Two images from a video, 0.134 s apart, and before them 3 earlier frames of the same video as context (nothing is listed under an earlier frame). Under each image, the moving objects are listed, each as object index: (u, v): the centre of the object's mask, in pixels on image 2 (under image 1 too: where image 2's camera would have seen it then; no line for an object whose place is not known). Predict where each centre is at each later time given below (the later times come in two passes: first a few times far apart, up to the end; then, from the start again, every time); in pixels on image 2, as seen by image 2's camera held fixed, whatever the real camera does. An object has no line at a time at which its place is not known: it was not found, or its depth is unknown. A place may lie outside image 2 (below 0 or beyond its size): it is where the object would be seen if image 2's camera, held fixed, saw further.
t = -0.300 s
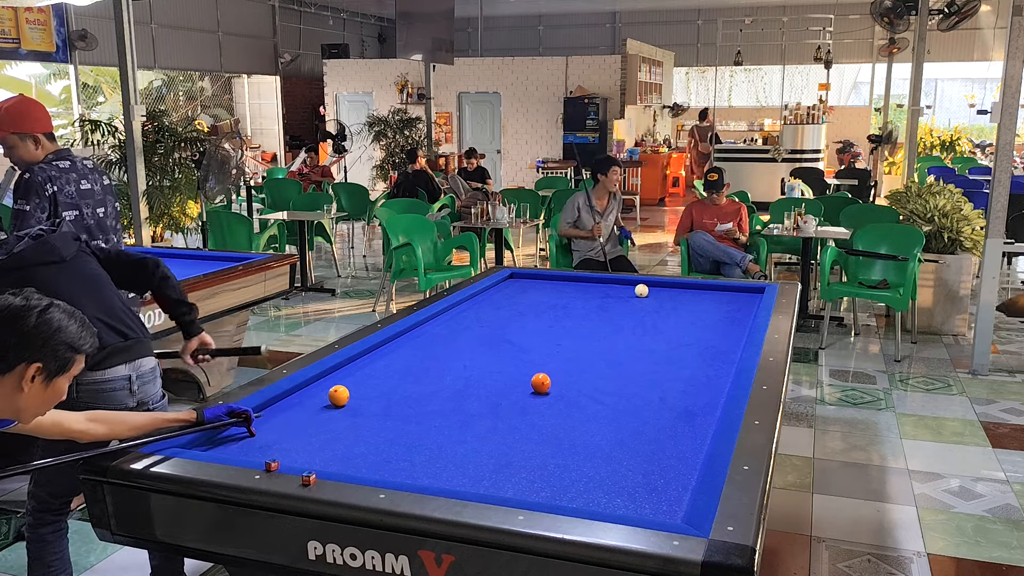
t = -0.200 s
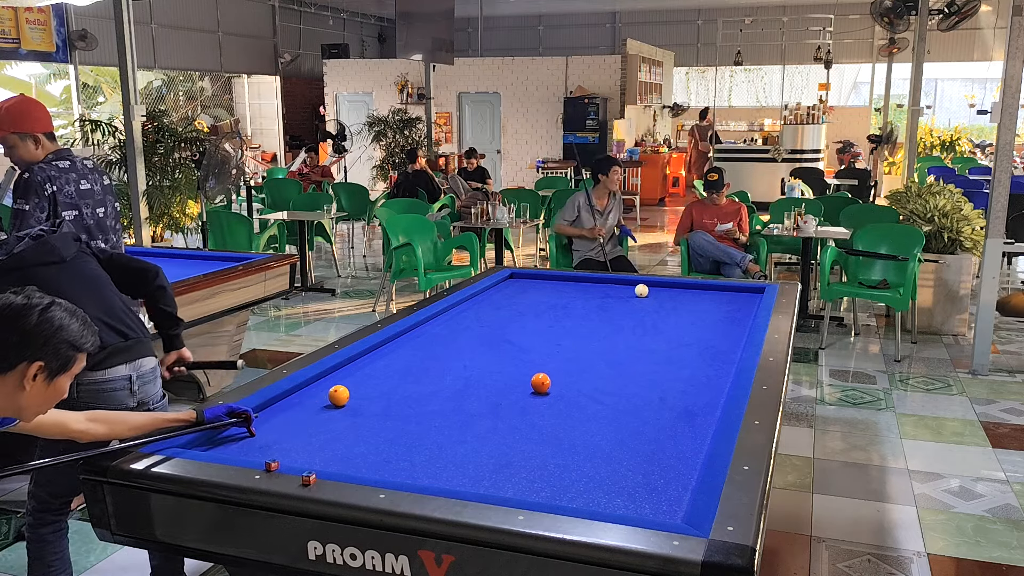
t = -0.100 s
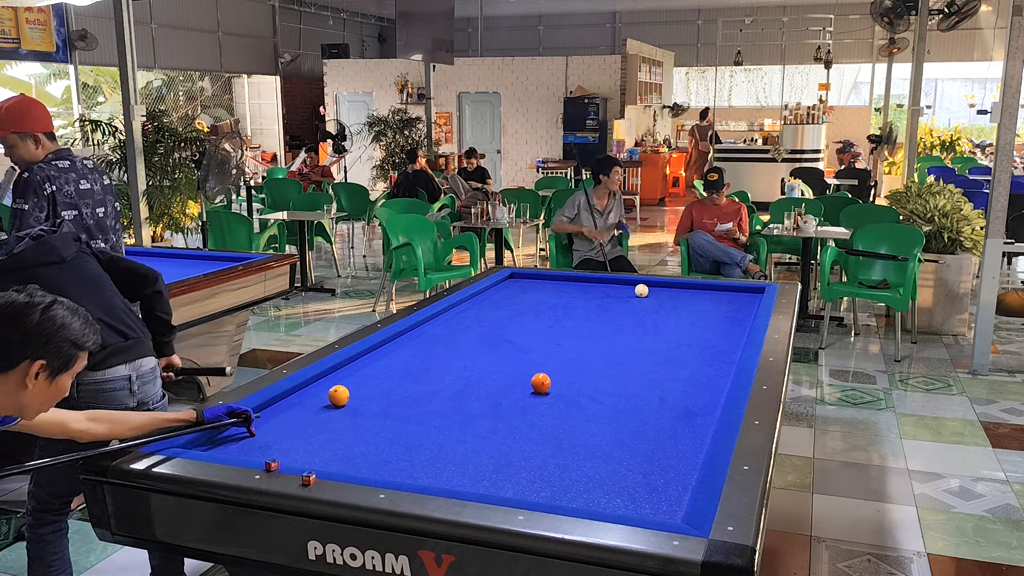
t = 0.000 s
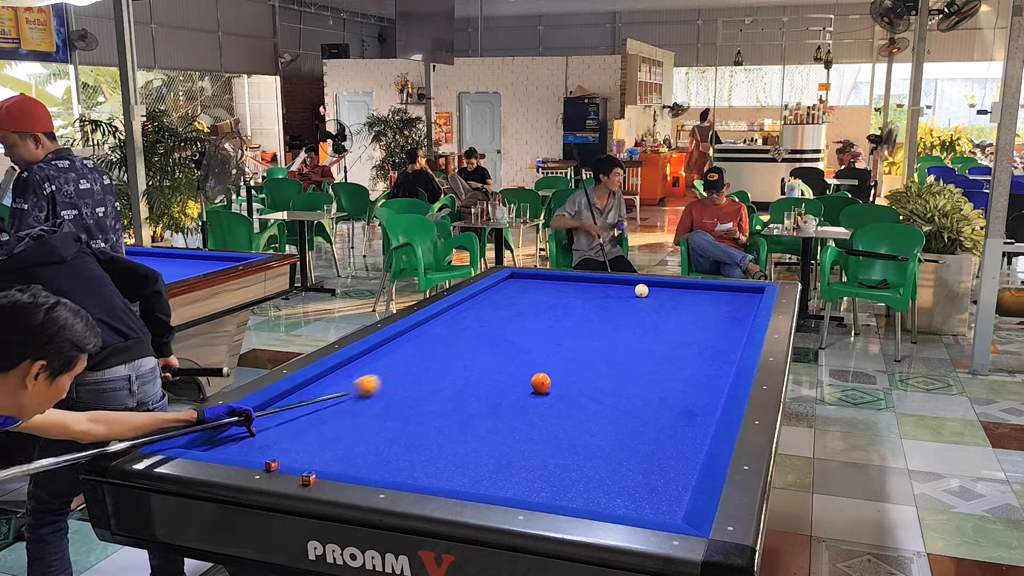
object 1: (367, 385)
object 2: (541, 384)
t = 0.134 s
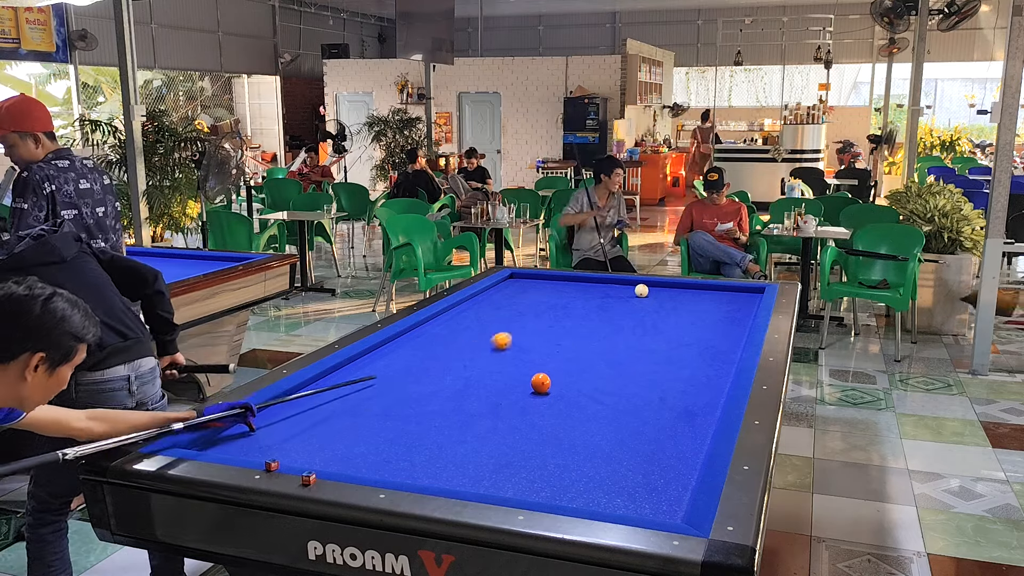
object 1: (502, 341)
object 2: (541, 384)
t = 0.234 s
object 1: (574, 317)
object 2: (541, 384)
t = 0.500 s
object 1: (729, 290)
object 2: (541, 384)
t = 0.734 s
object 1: (712, 291)
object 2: (541, 384)
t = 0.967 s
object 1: (661, 291)
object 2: (541, 384)
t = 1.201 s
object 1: (617, 291)
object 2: (541, 384)
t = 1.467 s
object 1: (568, 290)
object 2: (541, 384)
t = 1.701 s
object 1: (526, 290)
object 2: (541, 384)
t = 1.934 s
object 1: (486, 289)
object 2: (541, 384)
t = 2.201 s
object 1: (504, 295)
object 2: (541, 384)
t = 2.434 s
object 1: (518, 300)
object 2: (541, 384)
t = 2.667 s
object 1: (531, 305)
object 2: (541, 384)
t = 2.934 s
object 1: (547, 311)
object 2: (541, 384)
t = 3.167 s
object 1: (562, 316)
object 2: (541, 384)
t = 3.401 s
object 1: (577, 321)
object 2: (541, 384)
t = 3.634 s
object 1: (593, 327)
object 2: (541, 384)
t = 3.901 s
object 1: (611, 334)
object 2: (562, 379)
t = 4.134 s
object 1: (628, 340)
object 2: (584, 374)
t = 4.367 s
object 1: (645, 346)
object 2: (604, 369)
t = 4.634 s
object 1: (666, 354)
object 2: (626, 364)
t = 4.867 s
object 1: (684, 360)
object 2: (644, 360)
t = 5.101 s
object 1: (703, 367)
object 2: (660, 356)
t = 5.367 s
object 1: (725, 375)
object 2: (679, 352)
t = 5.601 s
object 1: (716, 377)
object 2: (693, 349)
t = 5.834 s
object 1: (704, 379)
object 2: (708, 345)
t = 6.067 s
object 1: (693, 382)
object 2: (721, 342)
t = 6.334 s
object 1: (680, 385)
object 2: (736, 339)
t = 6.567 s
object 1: (670, 386)
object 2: (739, 337)
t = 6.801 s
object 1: (659, 388)
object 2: (734, 334)
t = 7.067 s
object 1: (649, 390)
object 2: (729, 331)
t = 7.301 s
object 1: (640, 391)
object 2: (726, 329)
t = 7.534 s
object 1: (631, 393)
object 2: (723, 327)
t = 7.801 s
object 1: (622, 394)
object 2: (719, 325)
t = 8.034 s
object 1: (615, 395)
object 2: (716, 323)
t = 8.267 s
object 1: (608, 396)
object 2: (713, 322)
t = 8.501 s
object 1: (603, 397)
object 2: (710, 321)
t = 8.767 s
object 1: (597, 398)
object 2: (708, 319)
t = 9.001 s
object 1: (592, 399)
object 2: (705, 318)
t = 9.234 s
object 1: (588, 399)
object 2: (703, 317)
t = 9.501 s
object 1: (585, 399)
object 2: (702, 317)
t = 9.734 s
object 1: (583, 400)
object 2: (701, 316)
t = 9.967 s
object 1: (581, 400)
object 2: (700, 316)
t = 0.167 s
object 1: (528, 332)
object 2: (541, 384)
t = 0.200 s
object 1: (552, 324)
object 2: (541, 384)
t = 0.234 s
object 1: (574, 317)
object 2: (541, 384)
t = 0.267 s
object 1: (594, 310)
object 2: (541, 384)
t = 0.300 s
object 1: (613, 304)
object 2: (541, 384)
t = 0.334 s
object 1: (630, 298)
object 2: (541, 384)
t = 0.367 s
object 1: (648, 293)
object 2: (541, 384)
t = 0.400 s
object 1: (669, 292)
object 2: (541, 384)
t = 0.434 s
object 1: (690, 291)
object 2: (541, 384)
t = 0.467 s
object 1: (709, 291)
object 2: (541, 384)
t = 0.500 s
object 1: (729, 290)
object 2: (541, 384)
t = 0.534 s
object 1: (747, 288)
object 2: (541, 384)
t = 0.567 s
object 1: (759, 290)
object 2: (541, 384)
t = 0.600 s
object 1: (750, 290)
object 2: (541, 384)
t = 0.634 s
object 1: (740, 291)
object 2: (541, 384)
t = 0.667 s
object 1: (730, 291)
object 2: (541, 384)
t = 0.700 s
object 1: (721, 291)
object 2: (541, 384)
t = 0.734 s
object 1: (712, 291)
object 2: (541, 384)
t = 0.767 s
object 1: (704, 291)
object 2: (541, 384)
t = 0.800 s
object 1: (696, 291)
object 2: (541, 384)
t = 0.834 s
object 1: (688, 291)
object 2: (541, 384)
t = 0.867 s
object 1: (681, 291)
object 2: (541, 384)
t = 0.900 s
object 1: (674, 291)
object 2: (541, 384)
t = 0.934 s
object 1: (667, 291)
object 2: (541, 384)
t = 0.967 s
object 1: (661, 291)
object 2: (541, 384)
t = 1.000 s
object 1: (655, 291)
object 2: (541, 384)
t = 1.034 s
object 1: (648, 291)
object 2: (541, 384)
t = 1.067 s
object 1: (642, 291)
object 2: (541, 384)
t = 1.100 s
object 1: (636, 291)
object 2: (541, 384)
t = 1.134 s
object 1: (629, 291)
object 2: (541, 384)
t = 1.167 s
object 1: (623, 290)
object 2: (541, 384)
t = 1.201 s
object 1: (617, 291)
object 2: (541, 384)
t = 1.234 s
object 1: (611, 290)
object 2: (541, 384)
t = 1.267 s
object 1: (605, 290)
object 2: (541, 384)
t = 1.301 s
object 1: (599, 290)
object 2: (541, 384)
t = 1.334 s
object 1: (592, 290)
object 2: (541, 384)
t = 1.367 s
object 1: (586, 290)
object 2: (541, 384)
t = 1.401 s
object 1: (580, 290)
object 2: (541, 384)
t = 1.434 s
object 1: (574, 290)
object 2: (541, 384)
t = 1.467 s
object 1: (568, 290)
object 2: (541, 384)
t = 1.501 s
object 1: (562, 290)
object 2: (541, 384)
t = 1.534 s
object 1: (556, 290)
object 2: (541, 384)
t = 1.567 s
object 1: (550, 290)
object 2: (541, 384)
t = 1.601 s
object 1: (544, 290)
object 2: (541, 384)
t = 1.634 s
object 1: (538, 290)
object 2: (541, 384)
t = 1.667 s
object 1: (532, 290)
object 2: (541, 384)
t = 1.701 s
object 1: (526, 290)
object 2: (541, 384)
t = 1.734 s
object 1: (520, 289)
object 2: (541, 384)
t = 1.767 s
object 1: (514, 289)
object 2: (541, 384)
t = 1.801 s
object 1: (509, 289)
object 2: (541, 384)
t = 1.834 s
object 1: (503, 289)
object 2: (541, 384)
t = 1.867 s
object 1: (497, 289)
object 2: (541, 384)
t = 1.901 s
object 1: (491, 289)
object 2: (541, 384)
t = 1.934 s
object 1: (486, 289)
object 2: (541, 384)
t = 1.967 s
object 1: (490, 290)
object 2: (541, 384)
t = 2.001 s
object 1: (492, 291)
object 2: (541, 384)
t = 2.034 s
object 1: (495, 292)
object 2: (541, 384)
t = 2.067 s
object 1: (497, 292)
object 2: (541, 384)
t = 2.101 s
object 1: (499, 293)
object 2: (541, 384)
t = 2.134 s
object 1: (501, 294)
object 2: (541, 384)
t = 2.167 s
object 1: (502, 294)
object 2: (541, 384)
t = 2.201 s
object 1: (504, 295)
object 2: (541, 384)
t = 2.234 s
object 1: (506, 296)
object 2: (541, 384)
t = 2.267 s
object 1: (508, 296)
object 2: (541, 384)
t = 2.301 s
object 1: (510, 297)
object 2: (541, 384)
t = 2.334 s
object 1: (512, 298)
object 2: (541, 384)
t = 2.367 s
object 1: (514, 298)
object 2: (541, 384)
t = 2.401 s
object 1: (516, 299)
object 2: (541, 384)
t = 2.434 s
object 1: (518, 300)
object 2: (541, 384)
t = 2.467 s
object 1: (520, 301)
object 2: (541, 384)
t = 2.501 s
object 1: (521, 301)
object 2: (541, 384)
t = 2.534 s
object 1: (523, 302)
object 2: (541, 384)
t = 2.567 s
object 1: (525, 303)
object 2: (541, 384)
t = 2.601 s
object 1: (528, 303)
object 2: (541, 384)
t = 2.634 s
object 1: (529, 304)
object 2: (541, 384)
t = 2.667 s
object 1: (531, 305)
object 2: (541, 384)
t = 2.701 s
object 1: (533, 305)
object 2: (541, 384)
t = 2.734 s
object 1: (535, 306)
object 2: (541, 384)
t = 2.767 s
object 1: (537, 307)
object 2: (541, 384)
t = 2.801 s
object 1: (539, 308)
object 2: (541, 384)
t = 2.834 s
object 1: (541, 308)
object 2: (541, 384)
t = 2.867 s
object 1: (543, 309)
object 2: (541, 384)
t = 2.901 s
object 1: (546, 310)
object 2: (541, 384)
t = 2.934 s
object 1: (547, 311)
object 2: (541, 384)
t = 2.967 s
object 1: (550, 311)
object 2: (541, 384)
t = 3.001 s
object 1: (552, 312)
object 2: (541, 384)
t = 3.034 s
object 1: (554, 313)
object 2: (541, 384)
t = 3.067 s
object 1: (556, 314)
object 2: (541, 384)
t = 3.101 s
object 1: (558, 314)
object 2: (541, 384)
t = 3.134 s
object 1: (560, 315)
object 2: (541, 384)
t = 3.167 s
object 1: (562, 316)
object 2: (541, 384)
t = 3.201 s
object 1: (564, 317)
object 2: (541, 384)
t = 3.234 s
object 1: (566, 318)
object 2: (541, 384)
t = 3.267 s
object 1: (568, 318)
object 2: (541, 384)
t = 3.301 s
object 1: (571, 319)
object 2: (541, 384)
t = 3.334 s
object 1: (573, 320)
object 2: (541, 384)
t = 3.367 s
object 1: (575, 321)
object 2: (541, 384)
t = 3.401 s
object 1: (577, 321)
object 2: (541, 384)
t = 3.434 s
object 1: (579, 322)
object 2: (541, 384)
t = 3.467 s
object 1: (581, 323)
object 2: (541, 384)
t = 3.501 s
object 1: (584, 324)
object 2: (541, 384)
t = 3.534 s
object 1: (586, 325)
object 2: (541, 384)
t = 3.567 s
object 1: (588, 326)
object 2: (541, 384)
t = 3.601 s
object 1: (590, 326)
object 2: (541, 384)
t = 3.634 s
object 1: (593, 327)
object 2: (541, 384)
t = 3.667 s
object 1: (595, 328)
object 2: (541, 384)
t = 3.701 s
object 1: (597, 329)
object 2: (542, 384)
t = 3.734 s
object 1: (599, 330)
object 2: (545, 383)
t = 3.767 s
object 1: (602, 331)
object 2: (549, 382)
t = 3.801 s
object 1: (604, 331)
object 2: (552, 381)
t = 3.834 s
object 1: (606, 332)
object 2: (556, 380)
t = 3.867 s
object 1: (609, 333)
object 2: (559, 379)
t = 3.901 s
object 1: (611, 334)
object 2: (562, 379)
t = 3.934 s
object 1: (614, 335)
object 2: (565, 378)
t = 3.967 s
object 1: (616, 336)
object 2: (569, 377)
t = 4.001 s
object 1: (618, 337)
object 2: (572, 377)
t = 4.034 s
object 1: (621, 337)
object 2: (575, 376)
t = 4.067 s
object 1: (623, 338)
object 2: (578, 375)
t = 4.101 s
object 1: (625, 339)
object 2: (581, 375)
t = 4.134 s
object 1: (628, 340)
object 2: (584, 374)
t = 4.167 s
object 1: (630, 341)
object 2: (587, 373)
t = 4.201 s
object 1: (633, 342)
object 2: (590, 372)
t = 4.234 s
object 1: (635, 343)
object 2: (592, 372)
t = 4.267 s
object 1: (638, 344)
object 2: (595, 371)
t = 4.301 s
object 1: (640, 345)
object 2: (598, 370)
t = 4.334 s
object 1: (643, 345)
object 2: (601, 370)
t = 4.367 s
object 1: (645, 346)
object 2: (604, 369)
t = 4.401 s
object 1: (648, 347)
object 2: (607, 368)
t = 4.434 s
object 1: (650, 348)
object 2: (610, 368)
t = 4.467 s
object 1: (653, 349)
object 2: (612, 367)
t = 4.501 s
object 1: (655, 350)
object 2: (615, 367)
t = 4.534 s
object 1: (658, 351)
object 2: (618, 366)
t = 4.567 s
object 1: (661, 352)
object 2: (620, 365)
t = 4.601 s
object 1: (663, 353)
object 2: (623, 365)
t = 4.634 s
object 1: (666, 354)
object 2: (626, 364)
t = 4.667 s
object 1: (668, 355)
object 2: (628, 363)
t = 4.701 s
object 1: (671, 355)
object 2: (631, 363)
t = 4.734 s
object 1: (674, 356)
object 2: (634, 362)
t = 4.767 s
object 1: (676, 357)
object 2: (636, 362)
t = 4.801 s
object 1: (679, 358)
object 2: (639, 361)
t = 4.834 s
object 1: (682, 359)
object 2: (641, 360)
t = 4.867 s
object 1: (684, 360)
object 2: (644, 360)
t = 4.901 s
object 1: (687, 361)
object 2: (646, 359)
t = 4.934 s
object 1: (690, 362)
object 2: (648, 359)
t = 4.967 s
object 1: (693, 363)
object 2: (651, 358)
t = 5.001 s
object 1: (695, 364)
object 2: (653, 358)
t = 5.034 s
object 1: (698, 365)
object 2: (656, 357)
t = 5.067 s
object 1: (701, 366)
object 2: (658, 357)
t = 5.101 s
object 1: (703, 367)
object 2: (660, 356)
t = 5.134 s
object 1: (706, 368)
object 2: (663, 356)
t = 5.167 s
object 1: (709, 369)
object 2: (665, 355)
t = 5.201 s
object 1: (712, 370)
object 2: (667, 355)
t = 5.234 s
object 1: (714, 371)
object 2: (670, 354)
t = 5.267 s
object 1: (717, 372)
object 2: (672, 354)
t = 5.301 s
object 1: (720, 373)
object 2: (674, 353)
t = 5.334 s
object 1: (723, 373)
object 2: (676, 352)
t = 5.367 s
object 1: (725, 375)
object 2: (679, 352)
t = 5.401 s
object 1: (726, 375)
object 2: (681, 352)
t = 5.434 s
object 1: (724, 376)
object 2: (683, 351)
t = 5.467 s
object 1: (722, 376)
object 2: (685, 351)
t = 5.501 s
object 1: (721, 376)
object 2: (687, 350)
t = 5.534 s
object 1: (719, 376)
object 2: (689, 350)
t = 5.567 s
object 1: (717, 377)
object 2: (691, 349)
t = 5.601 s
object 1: (716, 377)
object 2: (693, 349)
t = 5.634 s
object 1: (714, 378)
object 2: (695, 348)
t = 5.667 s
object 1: (712, 378)
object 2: (697, 348)
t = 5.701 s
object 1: (710, 378)
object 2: (700, 347)
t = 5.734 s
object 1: (709, 379)
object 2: (702, 347)
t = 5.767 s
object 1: (707, 379)
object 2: (704, 346)
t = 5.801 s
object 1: (706, 379)
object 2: (706, 346)
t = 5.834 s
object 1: (704, 379)
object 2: (708, 345)
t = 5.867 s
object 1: (702, 380)
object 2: (710, 345)
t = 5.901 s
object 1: (701, 380)
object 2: (712, 345)
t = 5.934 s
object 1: (699, 381)
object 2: (713, 344)
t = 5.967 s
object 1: (697, 381)
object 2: (715, 344)
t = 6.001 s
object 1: (696, 381)
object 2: (717, 343)
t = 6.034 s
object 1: (694, 382)
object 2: (719, 343)
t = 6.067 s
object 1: (693, 382)
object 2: (721, 342)
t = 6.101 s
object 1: (691, 382)
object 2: (723, 342)
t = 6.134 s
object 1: (689, 383)
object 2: (725, 342)
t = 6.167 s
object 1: (688, 383)
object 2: (727, 341)
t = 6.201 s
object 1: (686, 383)
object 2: (728, 341)
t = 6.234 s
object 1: (685, 384)
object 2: (730, 340)
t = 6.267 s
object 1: (683, 384)
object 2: (732, 340)
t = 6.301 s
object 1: (682, 384)
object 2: (734, 340)
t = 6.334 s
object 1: (680, 385)
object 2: (736, 339)
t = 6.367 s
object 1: (679, 384)
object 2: (737, 339)
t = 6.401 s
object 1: (677, 385)
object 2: (739, 339)
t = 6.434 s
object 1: (676, 385)
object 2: (740, 338)
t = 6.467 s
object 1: (674, 386)
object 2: (740, 338)
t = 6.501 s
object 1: (673, 386)
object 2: (740, 337)
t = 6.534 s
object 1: (671, 386)
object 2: (739, 337)
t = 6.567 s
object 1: (670, 386)
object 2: (739, 337)
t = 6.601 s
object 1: (668, 386)
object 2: (738, 336)
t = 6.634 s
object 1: (667, 387)
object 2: (737, 336)
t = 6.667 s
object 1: (665, 387)
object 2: (737, 336)
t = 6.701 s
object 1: (664, 387)
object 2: (736, 335)
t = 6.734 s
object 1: (662, 387)
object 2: (735, 335)
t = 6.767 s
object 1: (661, 388)
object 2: (735, 334)
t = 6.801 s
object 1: (659, 388)
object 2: (734, 334)
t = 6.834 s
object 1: (658, 388)
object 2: (733, 334)
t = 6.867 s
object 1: (657, 388)
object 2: (733, 333)
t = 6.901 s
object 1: (655, 388)
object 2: (732, 333)
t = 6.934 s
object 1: (654, 389)
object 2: (732, 332)
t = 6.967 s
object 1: (653, 389)
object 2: (731, 332)
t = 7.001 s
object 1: (651, 390)
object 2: (730, 332)
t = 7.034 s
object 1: (650, 390)
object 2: (730, 331)
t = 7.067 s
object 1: (649, 390)
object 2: (729, 331)
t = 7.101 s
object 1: (647, 390)
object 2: (729, 331)
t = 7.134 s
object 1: (646, 390)
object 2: (728, 330)
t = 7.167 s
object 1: (645, 391)
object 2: (728, 330)
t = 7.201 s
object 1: (643, 391)
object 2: (727, 330)
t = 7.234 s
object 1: (642, 391)
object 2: (727, 329)
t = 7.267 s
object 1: (641, 391)
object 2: (726, 329)
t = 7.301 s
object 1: (640, 391)
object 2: (726, 329)
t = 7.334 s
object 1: (639, 391)
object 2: (725, 329)
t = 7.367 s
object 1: (637, 392)
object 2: (725, 328)
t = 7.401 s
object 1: (636, 392)
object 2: (725, 328)
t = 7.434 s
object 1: (635, 392)
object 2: (724, 328)
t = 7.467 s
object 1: (634, 392)
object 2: (723, 328)
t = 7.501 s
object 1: (633, 392)
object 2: (723, 327)
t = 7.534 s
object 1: (631, 393)
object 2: (723, 327)
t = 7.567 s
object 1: (630, 393)
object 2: (722, 327)
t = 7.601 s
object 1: (629, 393)
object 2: (722, 327)
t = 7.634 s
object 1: (628, 393)
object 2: (721, 326)
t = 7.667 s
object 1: (627, 394)
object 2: (721, 326)
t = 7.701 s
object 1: (626, 394)
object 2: (720, 326)
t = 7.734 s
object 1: (625, 394)
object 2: (720, 326)
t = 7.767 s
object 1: (624, 394)
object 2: (720, 325)
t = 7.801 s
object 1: (622, 394)
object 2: (719, 325)
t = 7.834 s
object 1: (621, 395)
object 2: (719, 325)
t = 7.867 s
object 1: (620, 394)
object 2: (718, 325)
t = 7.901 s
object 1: (619, 395)
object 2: (718, 324)
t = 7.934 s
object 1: (618, 395)
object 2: (717, 324)
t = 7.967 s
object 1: (617, 395)
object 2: (717, 324)
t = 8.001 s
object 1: (616, 395)
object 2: (717, 324)
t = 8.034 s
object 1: (615, 395)
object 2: (716, 323)
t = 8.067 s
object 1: (614, 395)
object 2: (716, 323)
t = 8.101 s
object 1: (613, 395)
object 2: (715, 323)
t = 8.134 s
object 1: (612, 396)
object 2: (715, 323)
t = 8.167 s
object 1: (611, 396)
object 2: (714, 322)
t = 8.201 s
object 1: (610, 396)
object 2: (714, 322)
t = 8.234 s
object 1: (609, 396)
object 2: (713, 322)
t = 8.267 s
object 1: (608, 396)
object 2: (713, 322)
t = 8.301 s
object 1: (608, 396)
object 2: (713, 322)
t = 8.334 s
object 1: (607, 396)
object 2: (712, 322)
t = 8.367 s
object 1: (606, 397)
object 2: (712, 321)
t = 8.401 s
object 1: (605, 397)
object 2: (711, 321)
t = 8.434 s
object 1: (604, 397)
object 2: (711, 321)
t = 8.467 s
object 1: (603, 397)
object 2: (711, 321)
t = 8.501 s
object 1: (603, 397)
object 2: (710, 321)
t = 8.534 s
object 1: (602, 397)
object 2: (710, 321)
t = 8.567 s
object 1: (601, 397)
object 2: (710, 320)
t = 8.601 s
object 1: (600, 398)
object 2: (709, 320)
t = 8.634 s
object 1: (600, 397)
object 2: (709, 320)
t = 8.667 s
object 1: (599, 398)
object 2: (708, 320)
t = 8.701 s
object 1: (598, 398)
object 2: (708, 320)
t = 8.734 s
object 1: (598, 398)
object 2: (708, 319)
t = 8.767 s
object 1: (597, 398)
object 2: (708, 319)
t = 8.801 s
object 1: (596, 398)
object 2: (707, 319)
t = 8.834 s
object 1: (595, 398)
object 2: (707, 319)
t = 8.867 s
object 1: (595, 399)
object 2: (707, 319)
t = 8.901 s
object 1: (594, 398)
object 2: (706, 319)
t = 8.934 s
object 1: (593, 398)
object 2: (706, 319)
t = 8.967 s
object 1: (593, 398)
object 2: (706, 318)
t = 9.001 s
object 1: (592, 399)
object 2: (705, 318)
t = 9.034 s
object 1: (592, 398)
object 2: (705, 318)
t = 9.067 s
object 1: (591, 399)
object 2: (705, 318)
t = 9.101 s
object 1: (591, 399)
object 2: (704, 318)
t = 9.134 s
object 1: (590, 399)
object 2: (704, 318)
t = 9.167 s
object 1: (589, 399)
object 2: (704, 318)
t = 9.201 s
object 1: (589, 399)
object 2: (704, 318)
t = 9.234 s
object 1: (588, 399)
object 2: (703, 317)
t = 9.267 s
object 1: (588, 399)
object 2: (703, 317)
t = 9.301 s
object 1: (587, 399)
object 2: (703, 317)
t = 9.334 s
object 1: (587, 399)
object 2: (703, 317)
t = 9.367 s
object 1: (586, 399)
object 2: (703, 317)
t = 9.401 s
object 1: (586, 400)
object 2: (702, 317)
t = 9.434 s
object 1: (586, 400)
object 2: (702, 317)
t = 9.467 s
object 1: (585, 399)
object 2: (702, 317)
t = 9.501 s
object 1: (585, 399)
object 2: (702, 317)
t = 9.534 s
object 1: (584, 399)
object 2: (702, 317)
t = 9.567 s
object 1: (584, 399)
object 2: (702, 317)
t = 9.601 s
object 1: (584, 400)
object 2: (701, 316)
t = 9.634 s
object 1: (584, 400)
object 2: (701, 316)
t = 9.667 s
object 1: (583, 400)
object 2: (701, 316)
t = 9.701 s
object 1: (583, 400)
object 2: (701, 316)
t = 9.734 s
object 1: (583, 400)
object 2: (701, 316)
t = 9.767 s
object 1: (582, 400)
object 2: (701, 316)
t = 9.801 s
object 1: (582, 400)
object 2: (700, 316)
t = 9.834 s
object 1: (582, 400)
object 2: (700, 316)
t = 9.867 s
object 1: (582, 399)
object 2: (700, 316)
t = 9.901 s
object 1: (582, 400)
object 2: (700, 316)
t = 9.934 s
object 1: (581, 400)
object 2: (700, 316)
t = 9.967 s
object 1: (581, 400)
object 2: (700, 316)
